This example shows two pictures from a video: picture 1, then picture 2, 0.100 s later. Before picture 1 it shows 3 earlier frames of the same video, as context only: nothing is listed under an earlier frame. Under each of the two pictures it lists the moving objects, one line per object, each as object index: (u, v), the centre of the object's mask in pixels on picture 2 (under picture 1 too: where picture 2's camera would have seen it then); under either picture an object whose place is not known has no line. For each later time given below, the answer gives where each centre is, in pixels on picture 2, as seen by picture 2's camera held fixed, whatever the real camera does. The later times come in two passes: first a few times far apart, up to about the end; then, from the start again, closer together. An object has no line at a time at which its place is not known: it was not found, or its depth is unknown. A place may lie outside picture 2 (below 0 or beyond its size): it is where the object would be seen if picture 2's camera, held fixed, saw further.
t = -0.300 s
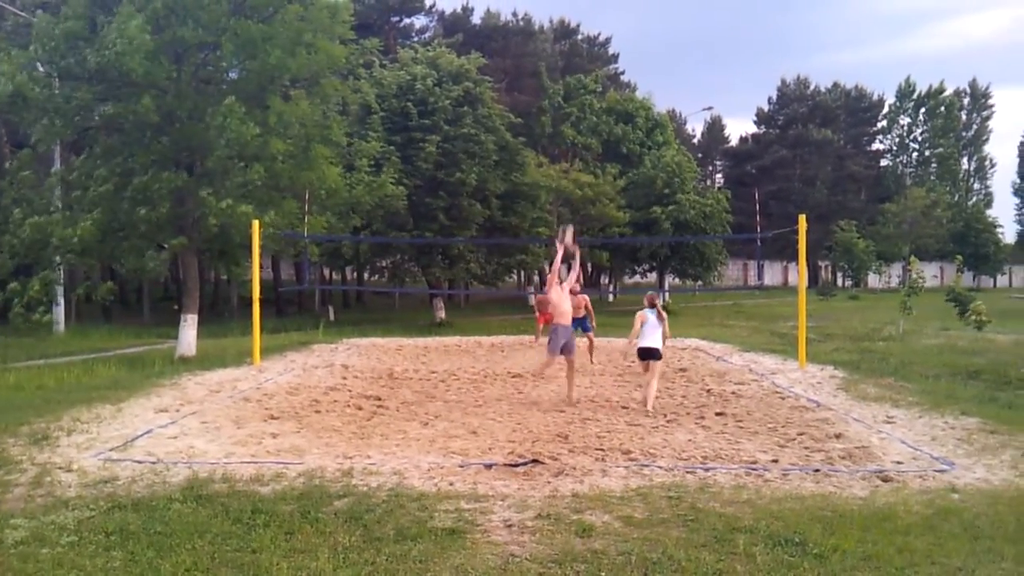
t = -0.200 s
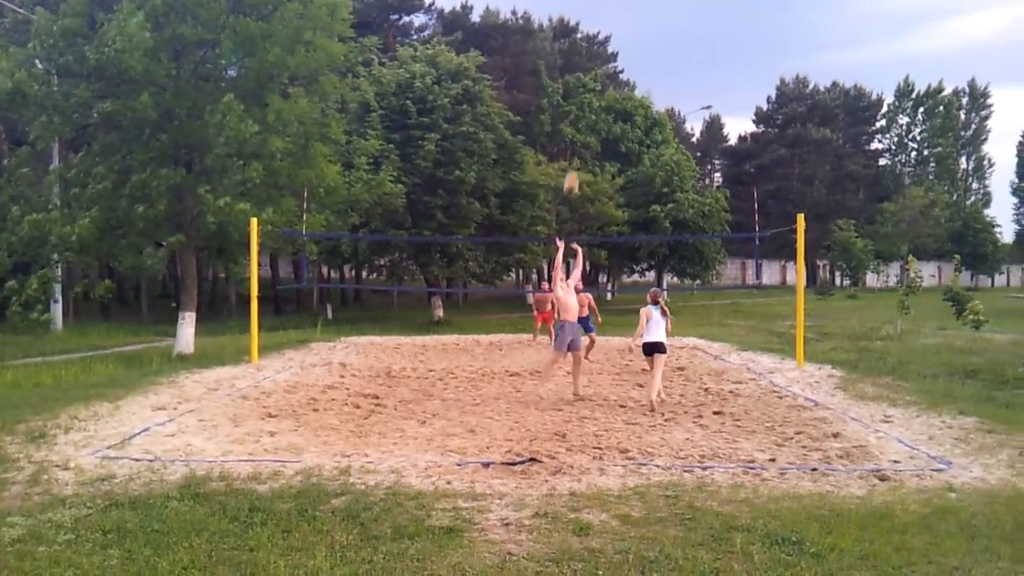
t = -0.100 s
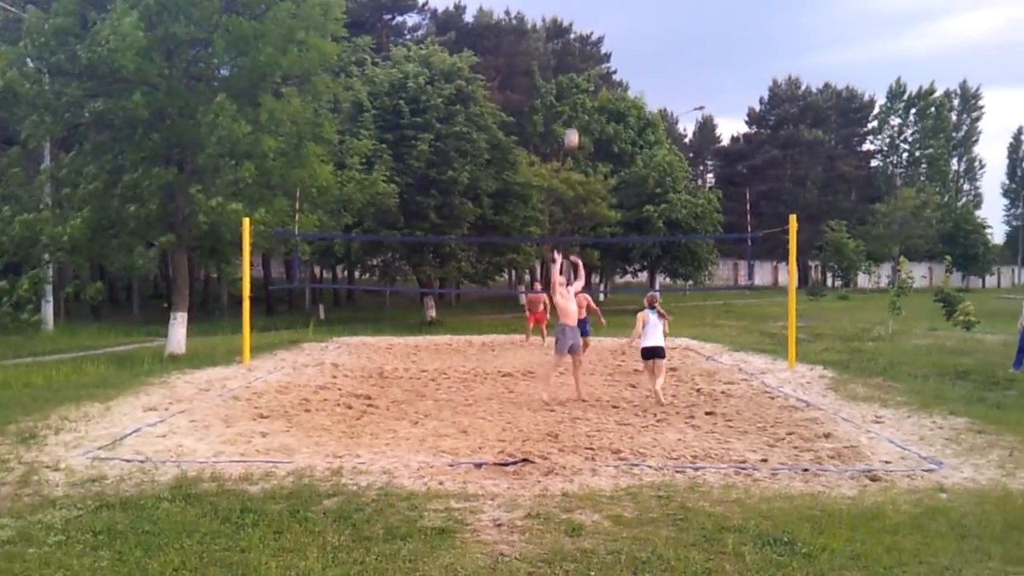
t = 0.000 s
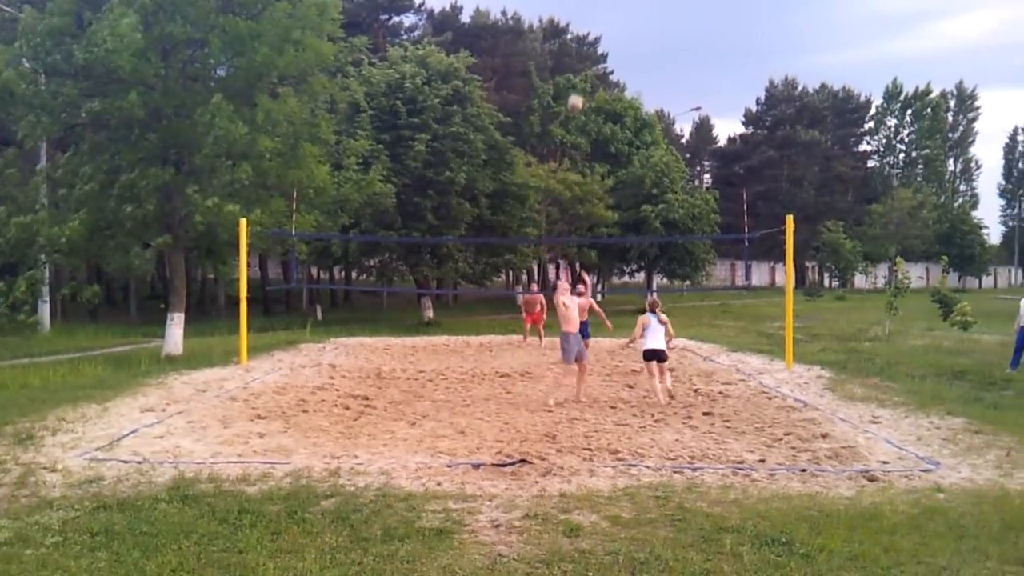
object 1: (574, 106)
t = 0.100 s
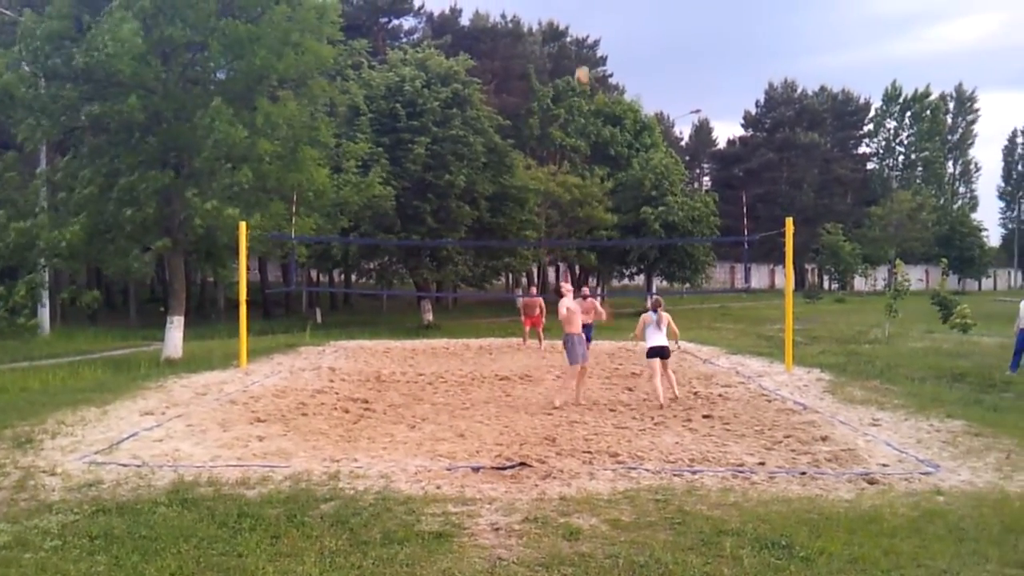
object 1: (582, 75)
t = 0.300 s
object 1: (595, 39)
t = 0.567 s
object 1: (613, 29)
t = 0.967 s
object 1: (640, 100)
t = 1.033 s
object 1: (646, 118)
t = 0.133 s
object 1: (584, 67)
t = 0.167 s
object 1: (586, 59)
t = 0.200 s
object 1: (589, 54)
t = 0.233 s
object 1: (592, 47)
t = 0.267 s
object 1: (593, 44)
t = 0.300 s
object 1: (595, 39)
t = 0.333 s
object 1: (598, 35)
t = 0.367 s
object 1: (601, 32)
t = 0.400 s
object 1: (604, 30)
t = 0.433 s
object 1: (606, 29)
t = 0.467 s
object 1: (608, 27)
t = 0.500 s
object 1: (610, 27)
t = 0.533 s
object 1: (611, 28)
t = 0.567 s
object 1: (613, 29)
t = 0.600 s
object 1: (616, 32)
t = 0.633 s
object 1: (618, 33)
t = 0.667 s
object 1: (620, 37)
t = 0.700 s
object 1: (622, 41)
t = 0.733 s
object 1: (625, 46)
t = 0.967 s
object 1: (640, 100)
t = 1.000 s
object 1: (643, 110)
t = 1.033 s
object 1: (646, 118)
